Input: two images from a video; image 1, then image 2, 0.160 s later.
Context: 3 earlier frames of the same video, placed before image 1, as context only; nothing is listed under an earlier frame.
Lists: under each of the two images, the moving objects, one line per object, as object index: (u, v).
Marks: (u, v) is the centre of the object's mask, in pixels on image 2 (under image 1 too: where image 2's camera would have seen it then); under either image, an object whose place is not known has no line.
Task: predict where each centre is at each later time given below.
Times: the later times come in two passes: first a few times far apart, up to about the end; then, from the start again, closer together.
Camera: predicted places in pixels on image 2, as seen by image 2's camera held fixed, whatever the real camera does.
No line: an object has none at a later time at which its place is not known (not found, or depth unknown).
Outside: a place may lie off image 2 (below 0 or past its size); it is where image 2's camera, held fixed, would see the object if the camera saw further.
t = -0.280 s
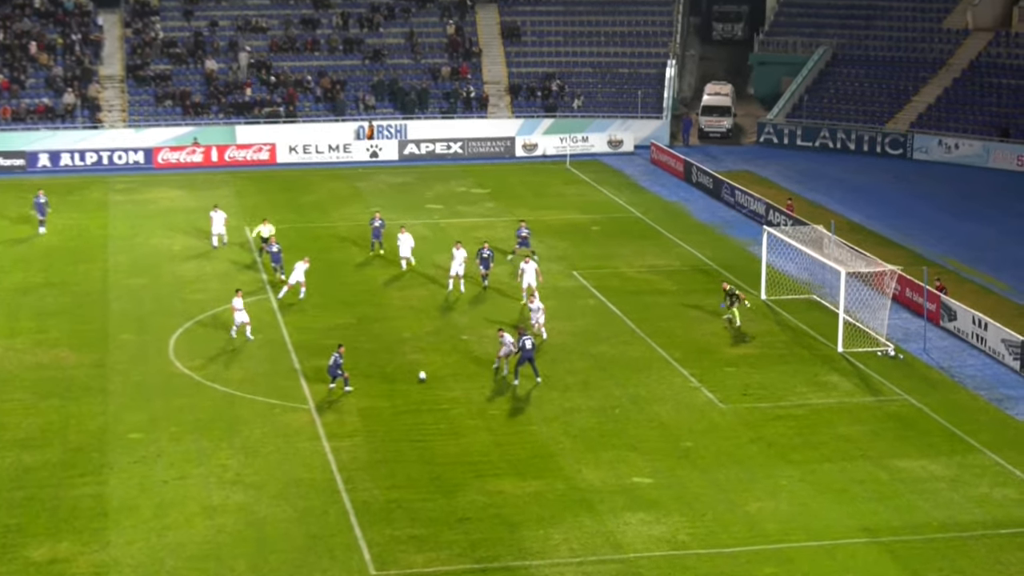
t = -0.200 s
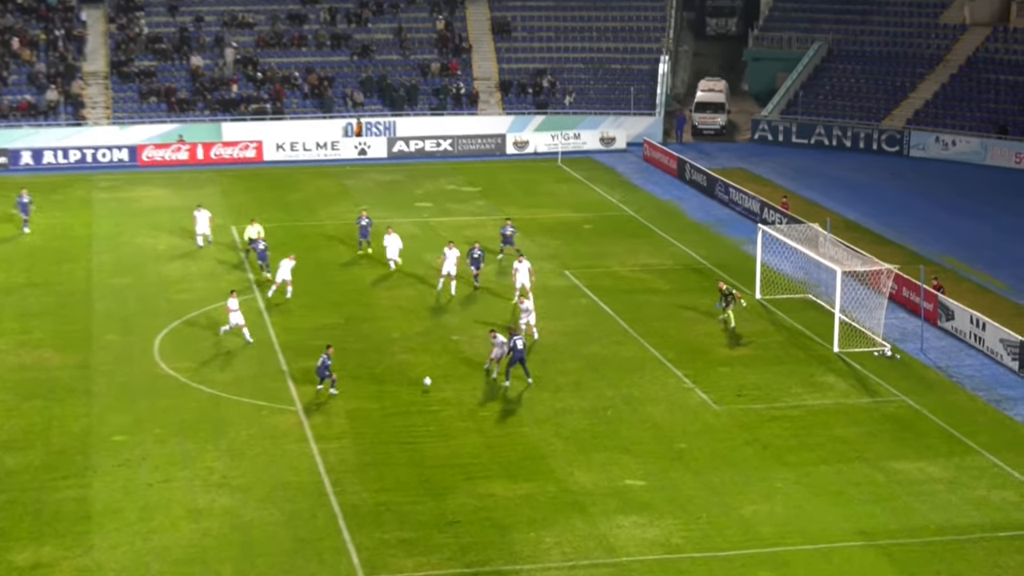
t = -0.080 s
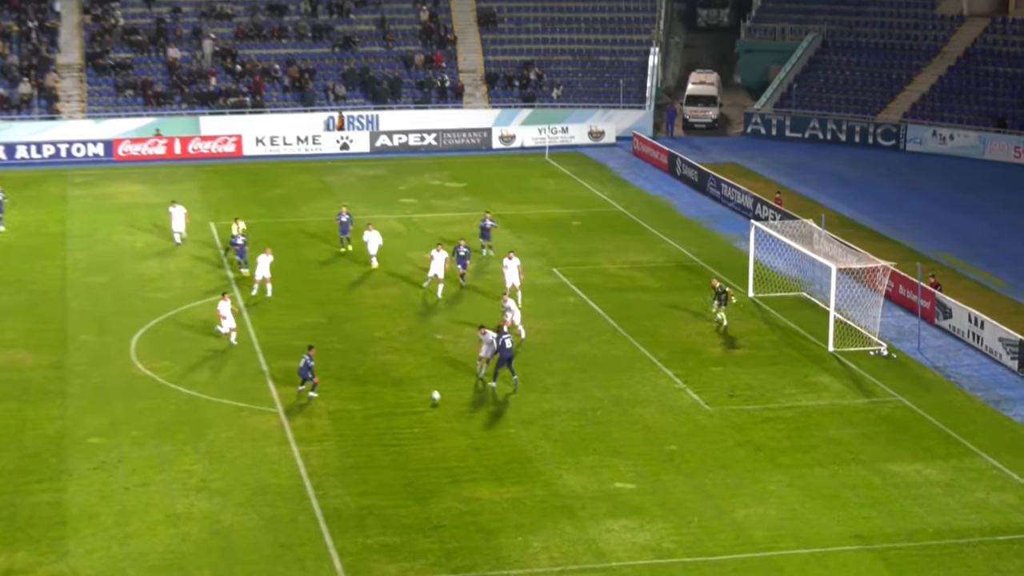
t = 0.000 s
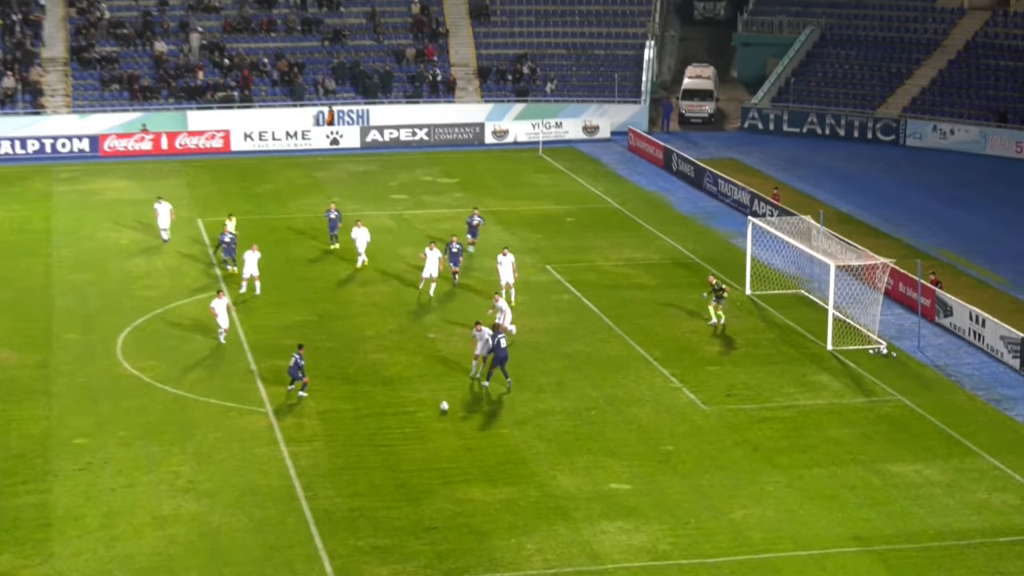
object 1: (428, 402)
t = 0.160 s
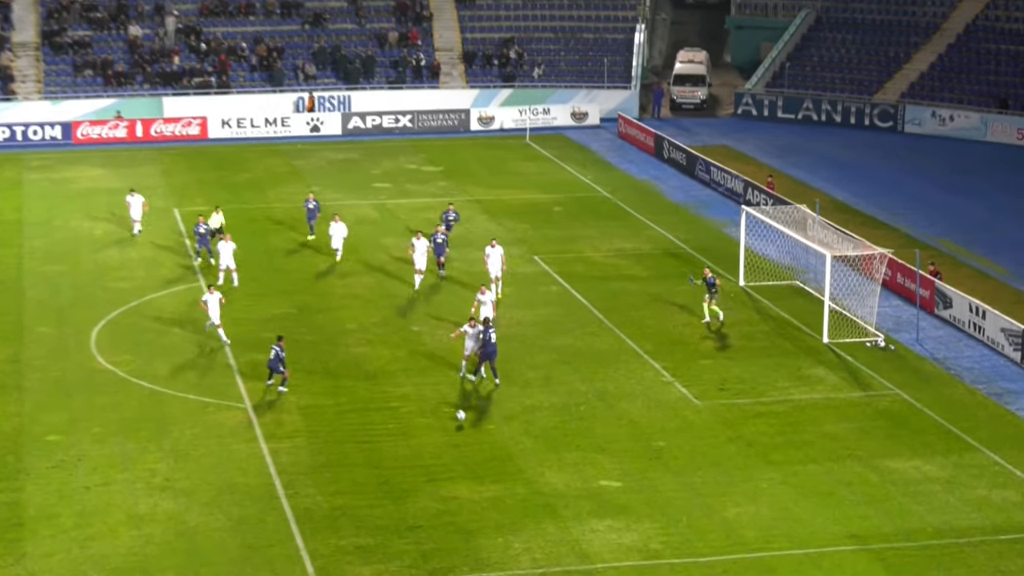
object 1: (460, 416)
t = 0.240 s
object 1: (477, 428)
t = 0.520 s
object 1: (529, 453)
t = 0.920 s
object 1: (601, 491)
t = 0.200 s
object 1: (469, 421)
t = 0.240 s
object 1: (477, 428)
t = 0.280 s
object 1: (484, 431)
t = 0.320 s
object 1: (492, 435)
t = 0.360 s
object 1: (500, 438)
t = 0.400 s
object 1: (507, 442)
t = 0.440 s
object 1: (514, 446)
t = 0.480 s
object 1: (522, 449)
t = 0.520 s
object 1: (529, 453)
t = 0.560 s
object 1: (536, 457)
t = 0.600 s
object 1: (543, 460)
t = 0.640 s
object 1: (551, 463)
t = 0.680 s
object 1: (558, 467)
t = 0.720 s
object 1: (565, 472)
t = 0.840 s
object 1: (587, 483)
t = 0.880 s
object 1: (594, 487)
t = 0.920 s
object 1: (601, 491)
